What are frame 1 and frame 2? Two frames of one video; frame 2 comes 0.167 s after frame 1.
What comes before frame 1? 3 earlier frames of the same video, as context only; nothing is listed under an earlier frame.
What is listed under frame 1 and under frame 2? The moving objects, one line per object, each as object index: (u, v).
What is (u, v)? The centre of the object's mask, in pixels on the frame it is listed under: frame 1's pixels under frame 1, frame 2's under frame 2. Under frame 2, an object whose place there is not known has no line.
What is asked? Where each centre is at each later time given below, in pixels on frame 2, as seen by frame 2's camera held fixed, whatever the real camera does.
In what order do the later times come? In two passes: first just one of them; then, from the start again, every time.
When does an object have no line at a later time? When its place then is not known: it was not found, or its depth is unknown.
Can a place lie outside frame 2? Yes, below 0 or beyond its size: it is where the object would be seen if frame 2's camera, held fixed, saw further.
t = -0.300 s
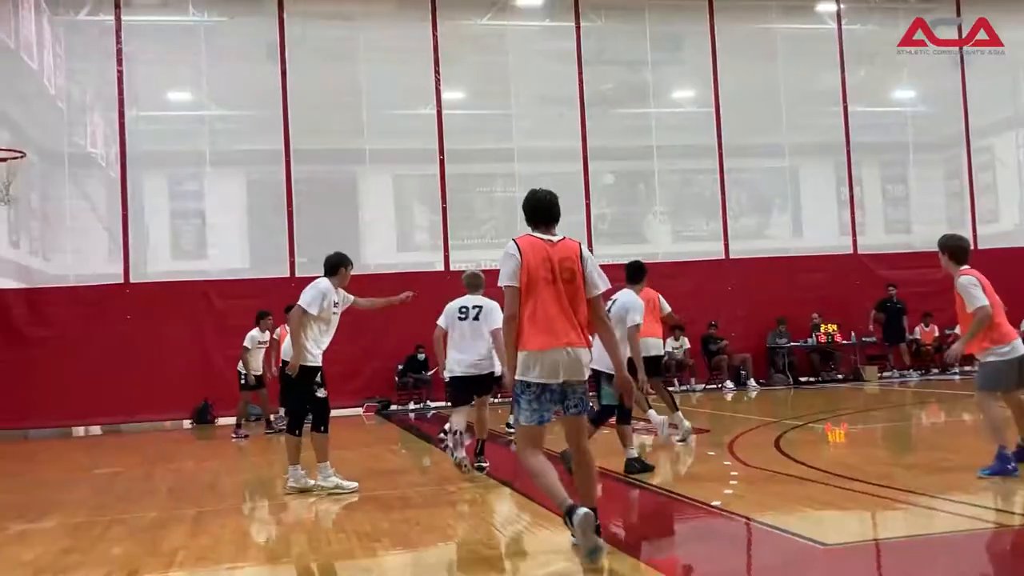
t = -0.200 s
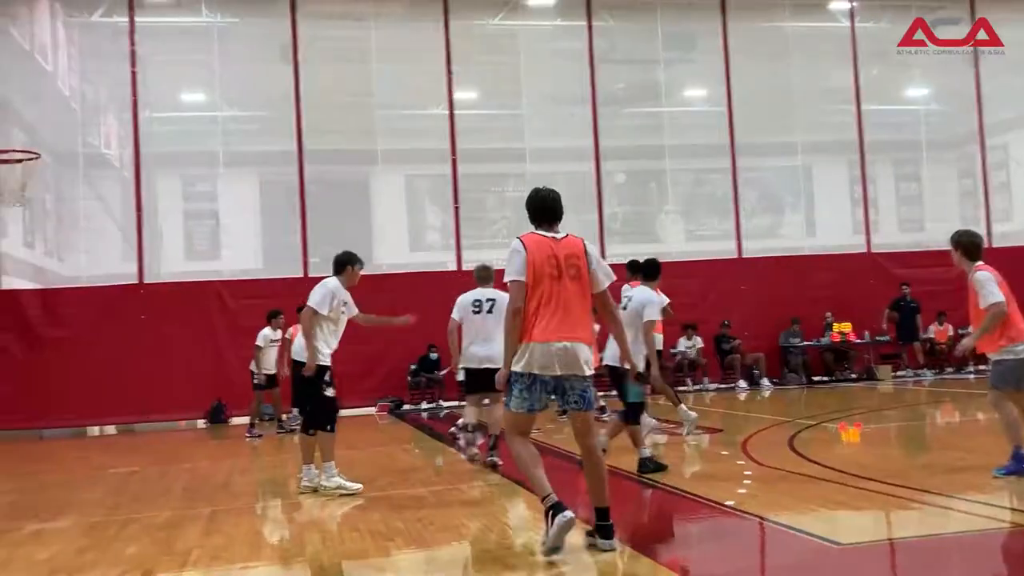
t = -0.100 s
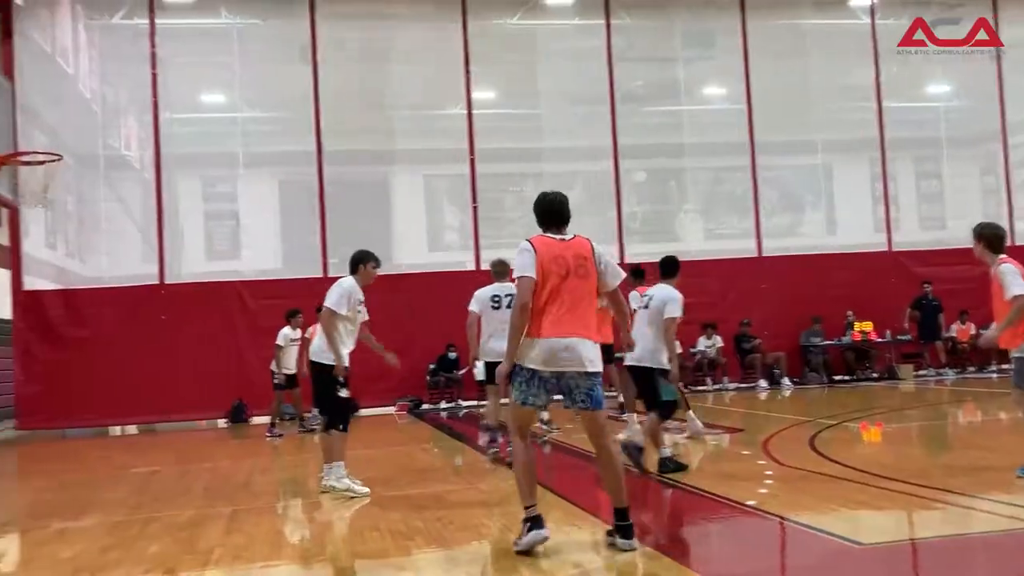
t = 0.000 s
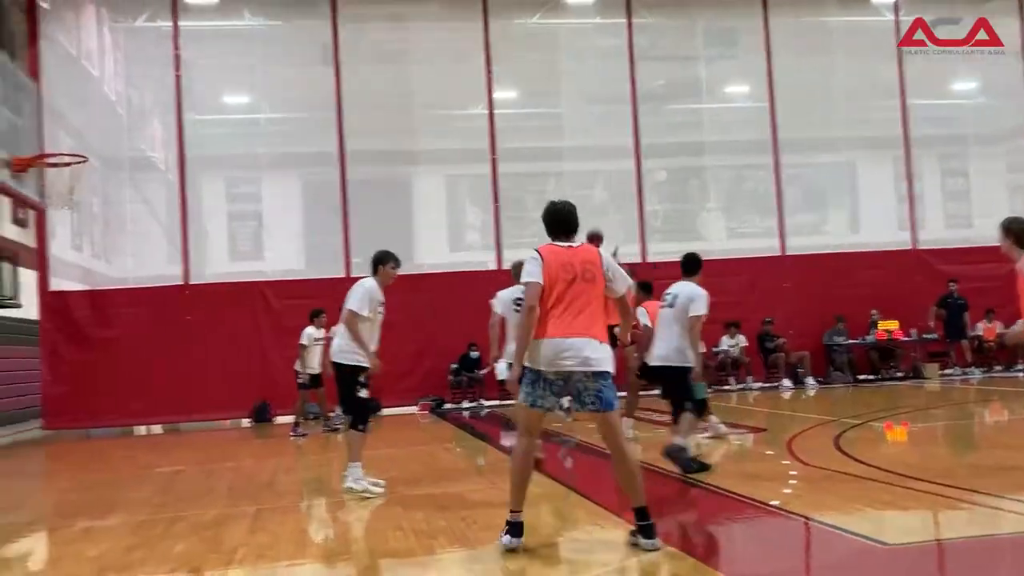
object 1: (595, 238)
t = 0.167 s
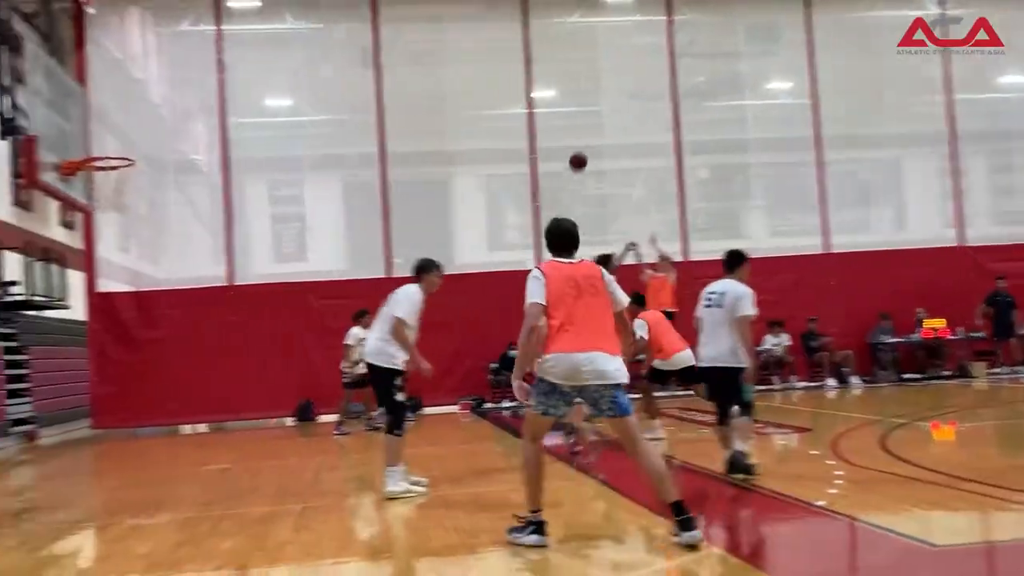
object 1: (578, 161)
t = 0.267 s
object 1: (544, 123)
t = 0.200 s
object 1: (567, 148)
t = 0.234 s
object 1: (554, 135)
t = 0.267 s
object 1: (544, 123)
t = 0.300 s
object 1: (532, 111)
